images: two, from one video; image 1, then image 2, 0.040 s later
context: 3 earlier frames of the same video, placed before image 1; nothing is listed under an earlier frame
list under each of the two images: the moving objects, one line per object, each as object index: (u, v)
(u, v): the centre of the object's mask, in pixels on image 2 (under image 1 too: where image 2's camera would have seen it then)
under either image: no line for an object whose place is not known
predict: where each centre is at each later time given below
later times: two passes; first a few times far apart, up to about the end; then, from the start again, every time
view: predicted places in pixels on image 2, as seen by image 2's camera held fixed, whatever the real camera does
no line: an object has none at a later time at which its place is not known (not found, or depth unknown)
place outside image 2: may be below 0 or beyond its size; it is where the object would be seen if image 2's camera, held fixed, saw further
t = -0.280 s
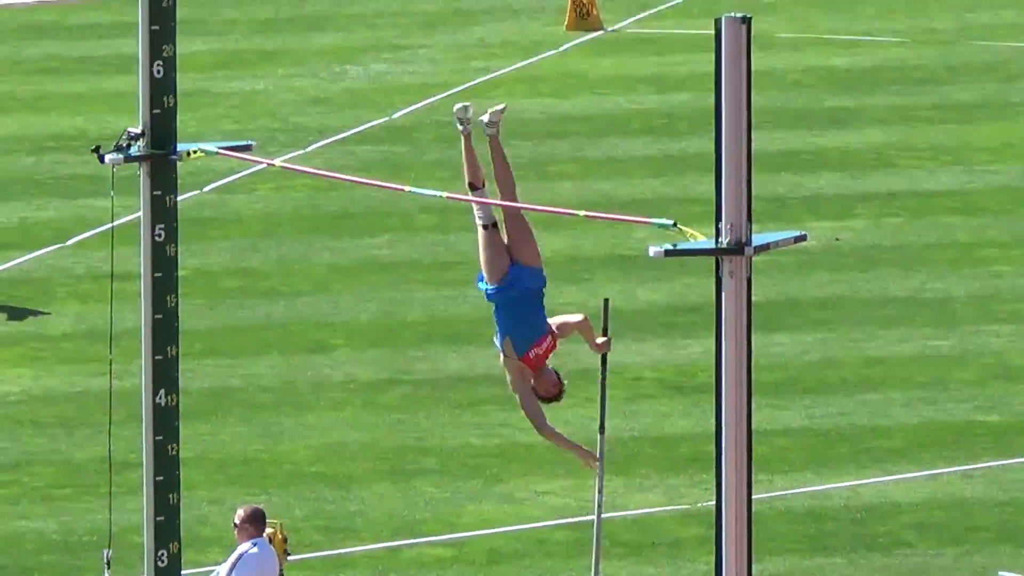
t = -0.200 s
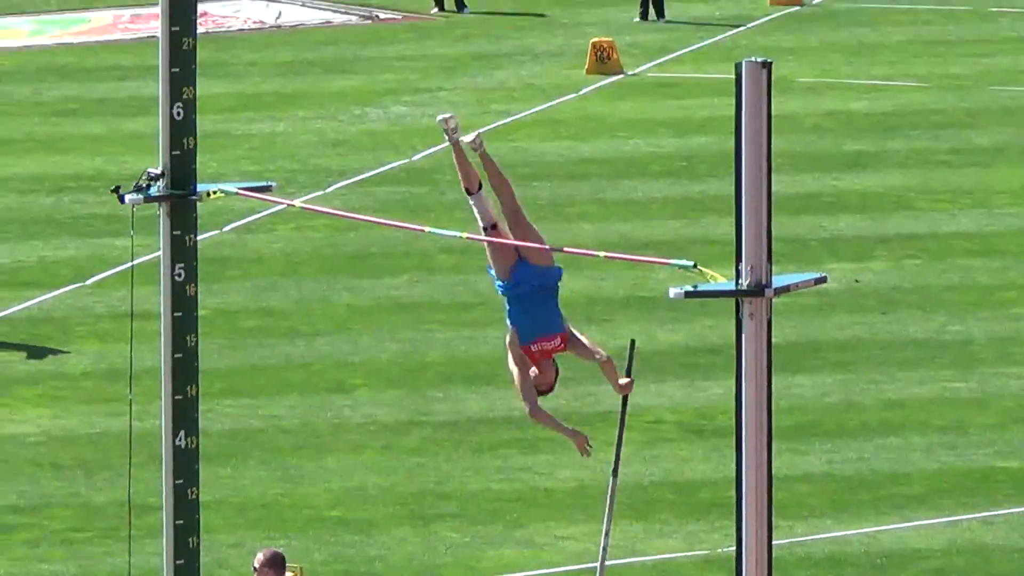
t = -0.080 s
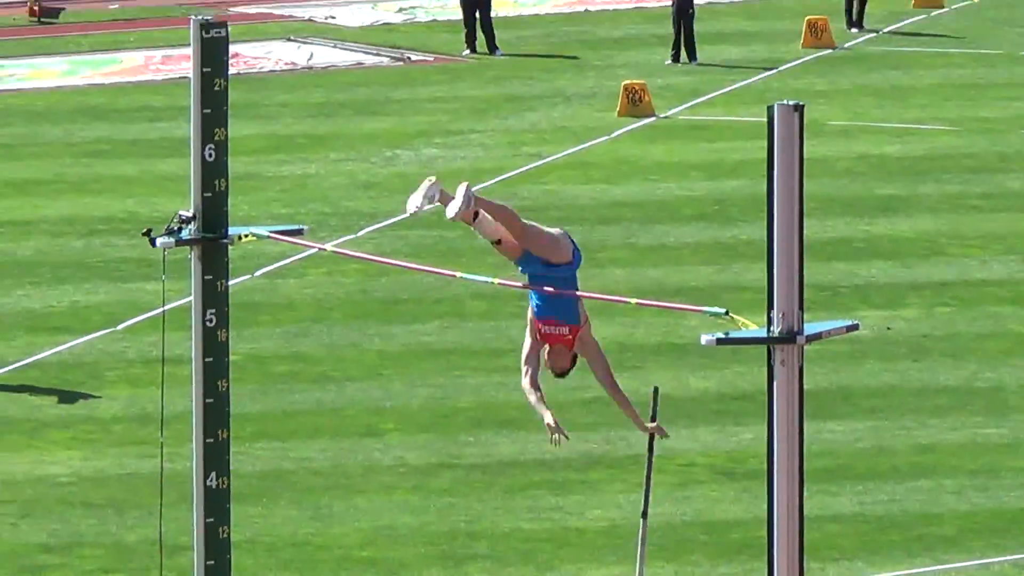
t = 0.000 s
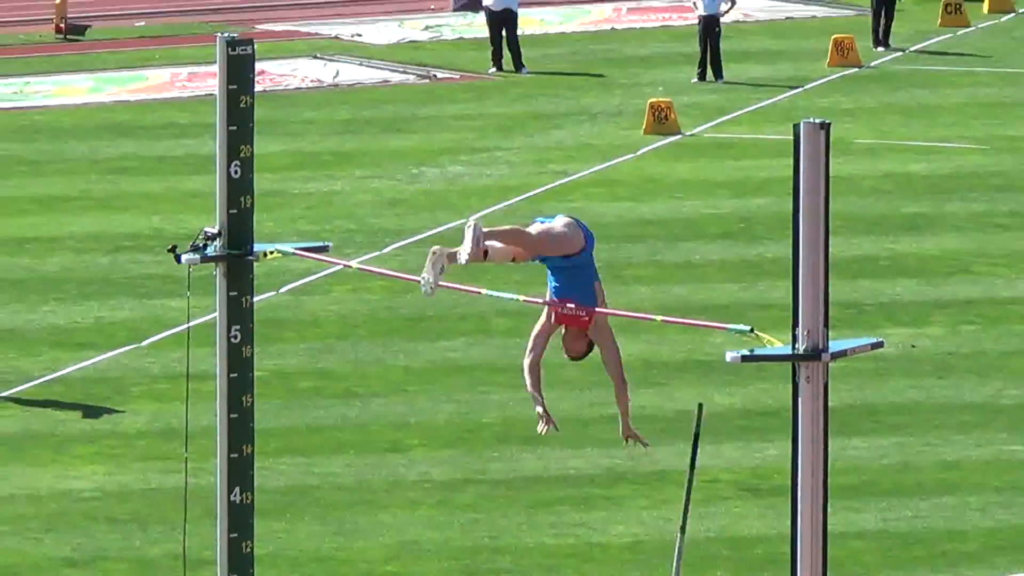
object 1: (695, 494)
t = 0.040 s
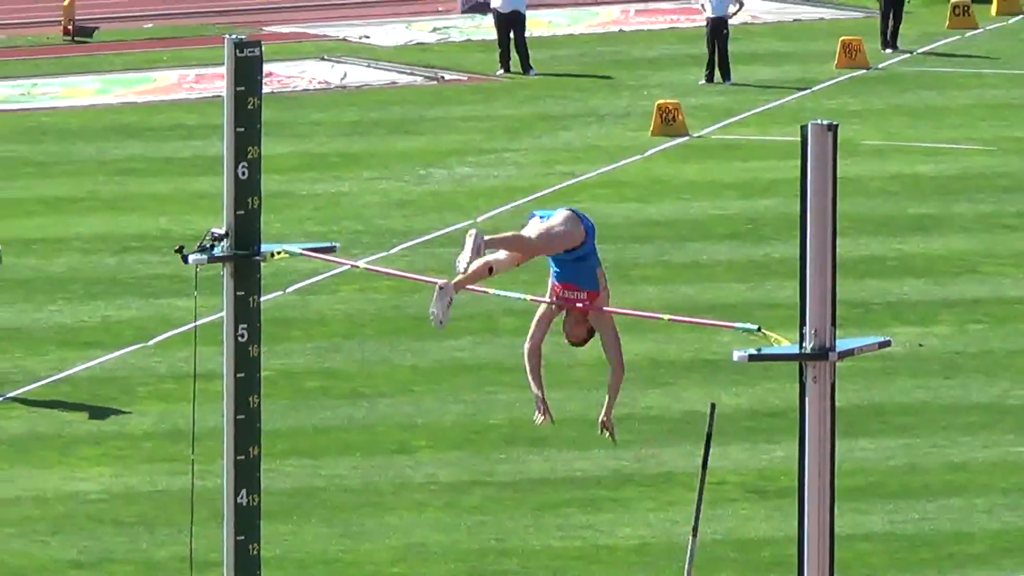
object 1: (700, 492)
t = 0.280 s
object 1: (729, 508)
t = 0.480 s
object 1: (755, 575)
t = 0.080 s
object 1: (708, 493)
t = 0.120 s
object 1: (714, 496)
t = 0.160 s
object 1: (714, 499)
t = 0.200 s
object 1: (719, 498)
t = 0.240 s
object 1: (726, 501)
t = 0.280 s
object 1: (729, 508)
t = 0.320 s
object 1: (735, 516)
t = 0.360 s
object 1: (742, 525)
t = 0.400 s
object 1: (748, 540)
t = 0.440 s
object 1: (754, 550)
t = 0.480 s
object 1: (755, 575)
